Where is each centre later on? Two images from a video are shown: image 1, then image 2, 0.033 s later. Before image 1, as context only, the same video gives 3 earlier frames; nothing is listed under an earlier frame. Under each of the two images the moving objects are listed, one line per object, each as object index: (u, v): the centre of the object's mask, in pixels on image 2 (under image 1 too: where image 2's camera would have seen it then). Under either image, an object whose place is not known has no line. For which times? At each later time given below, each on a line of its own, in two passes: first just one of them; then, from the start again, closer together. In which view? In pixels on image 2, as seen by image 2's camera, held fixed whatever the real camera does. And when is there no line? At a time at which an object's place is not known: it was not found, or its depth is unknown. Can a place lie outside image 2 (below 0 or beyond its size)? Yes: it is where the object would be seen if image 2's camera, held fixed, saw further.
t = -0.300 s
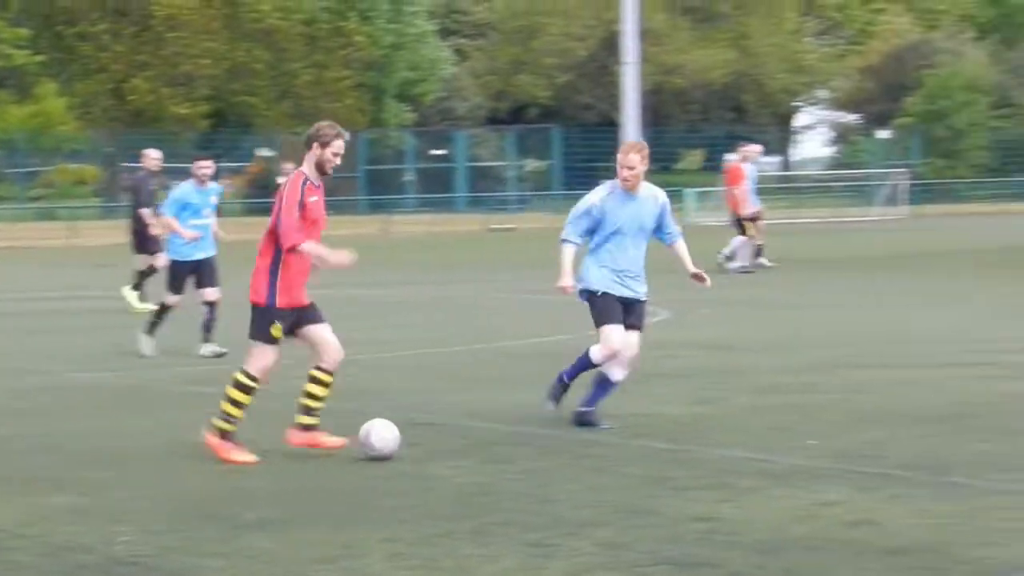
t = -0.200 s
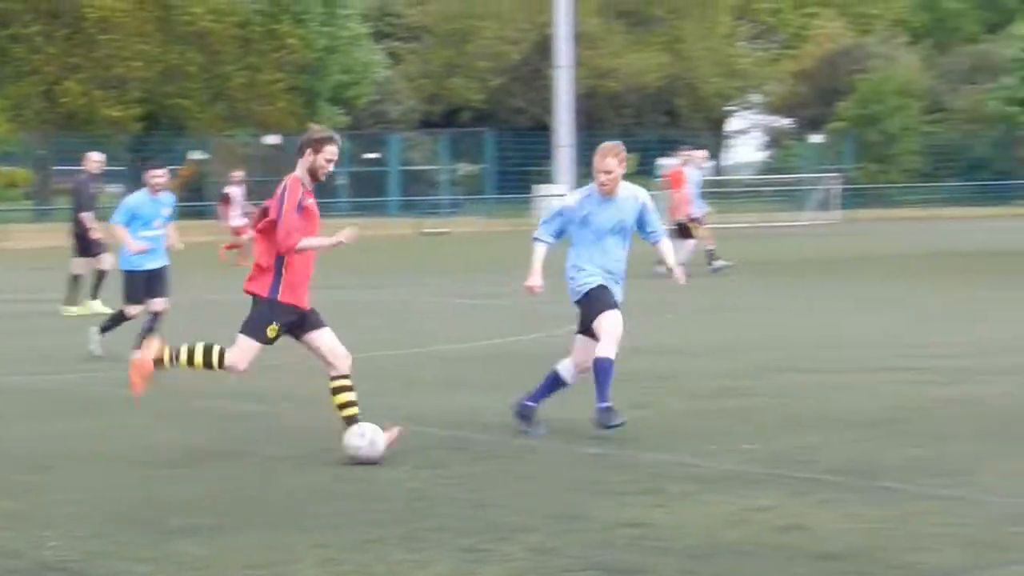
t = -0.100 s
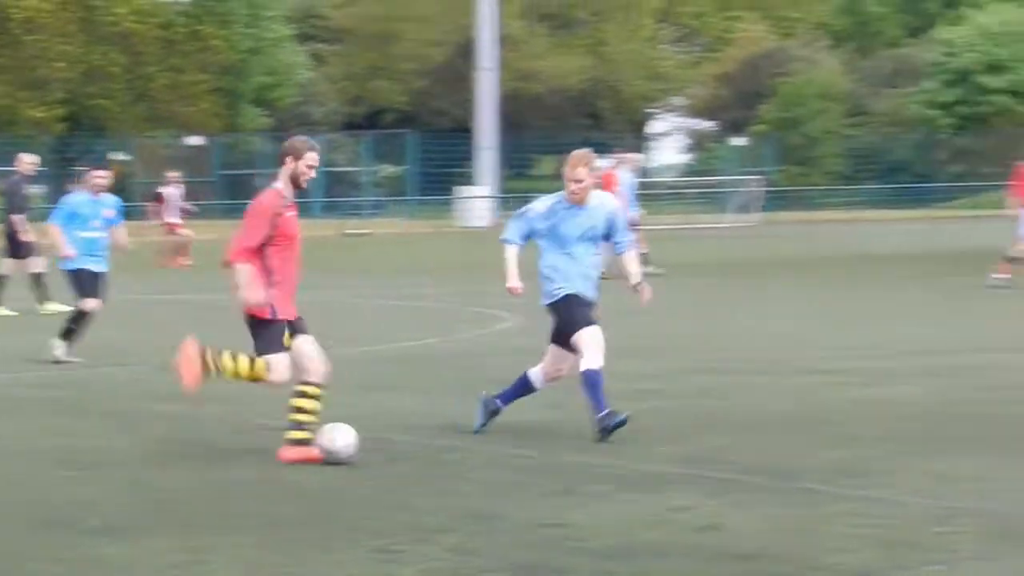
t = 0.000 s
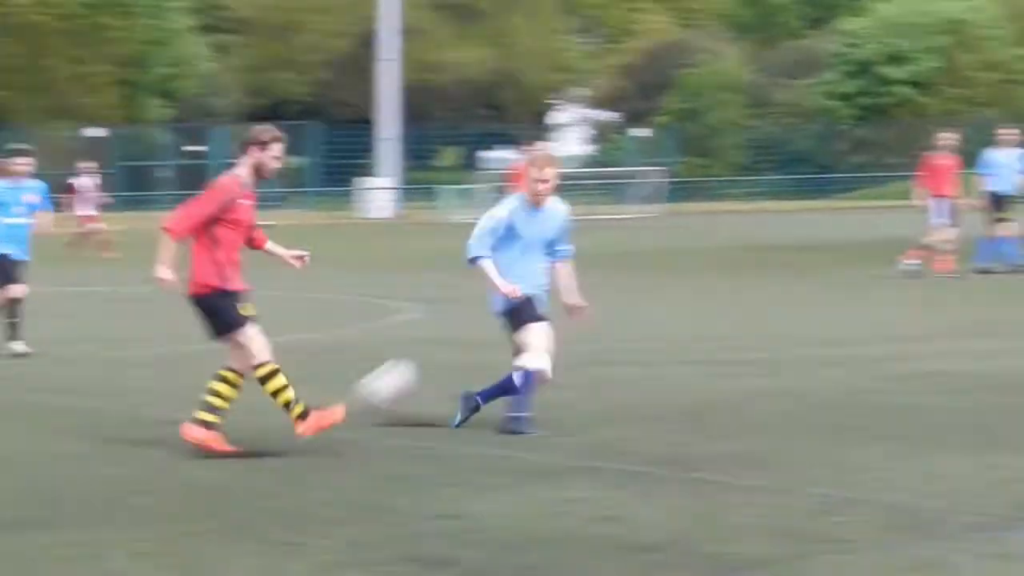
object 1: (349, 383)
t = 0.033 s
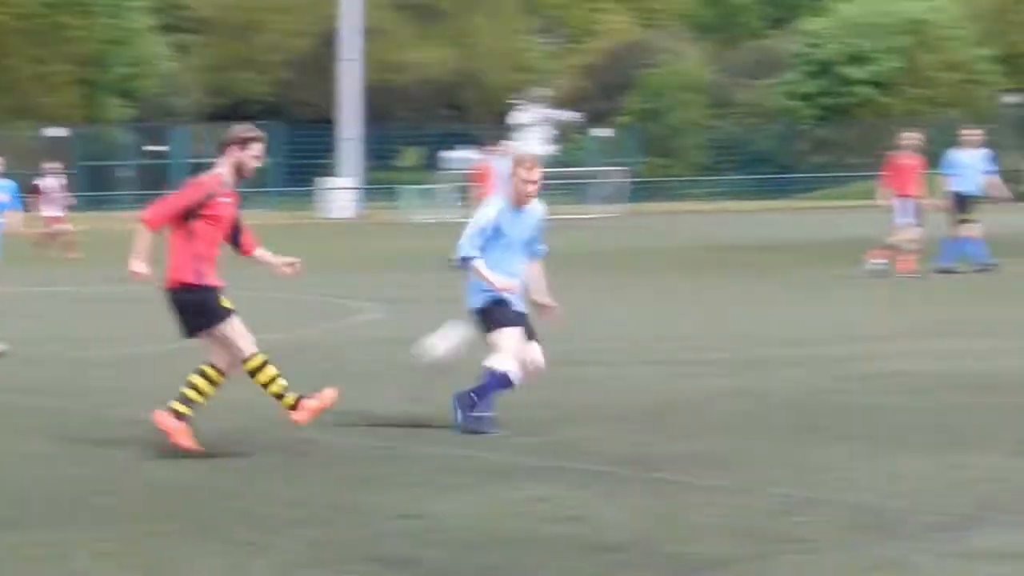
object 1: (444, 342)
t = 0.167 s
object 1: (806, 211)
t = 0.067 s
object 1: (538, 308)
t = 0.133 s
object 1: (719, 243)
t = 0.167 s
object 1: (806, 211)
